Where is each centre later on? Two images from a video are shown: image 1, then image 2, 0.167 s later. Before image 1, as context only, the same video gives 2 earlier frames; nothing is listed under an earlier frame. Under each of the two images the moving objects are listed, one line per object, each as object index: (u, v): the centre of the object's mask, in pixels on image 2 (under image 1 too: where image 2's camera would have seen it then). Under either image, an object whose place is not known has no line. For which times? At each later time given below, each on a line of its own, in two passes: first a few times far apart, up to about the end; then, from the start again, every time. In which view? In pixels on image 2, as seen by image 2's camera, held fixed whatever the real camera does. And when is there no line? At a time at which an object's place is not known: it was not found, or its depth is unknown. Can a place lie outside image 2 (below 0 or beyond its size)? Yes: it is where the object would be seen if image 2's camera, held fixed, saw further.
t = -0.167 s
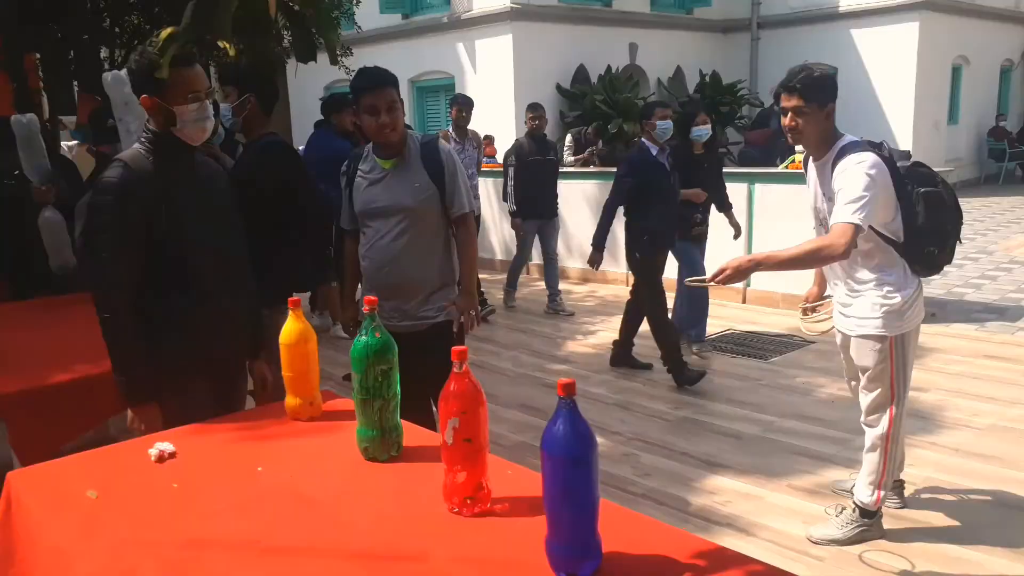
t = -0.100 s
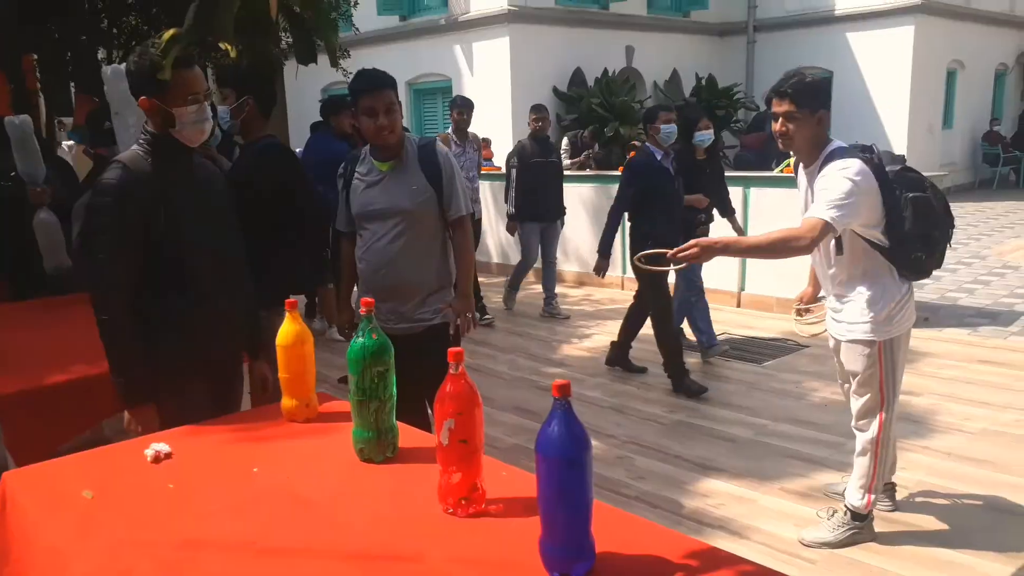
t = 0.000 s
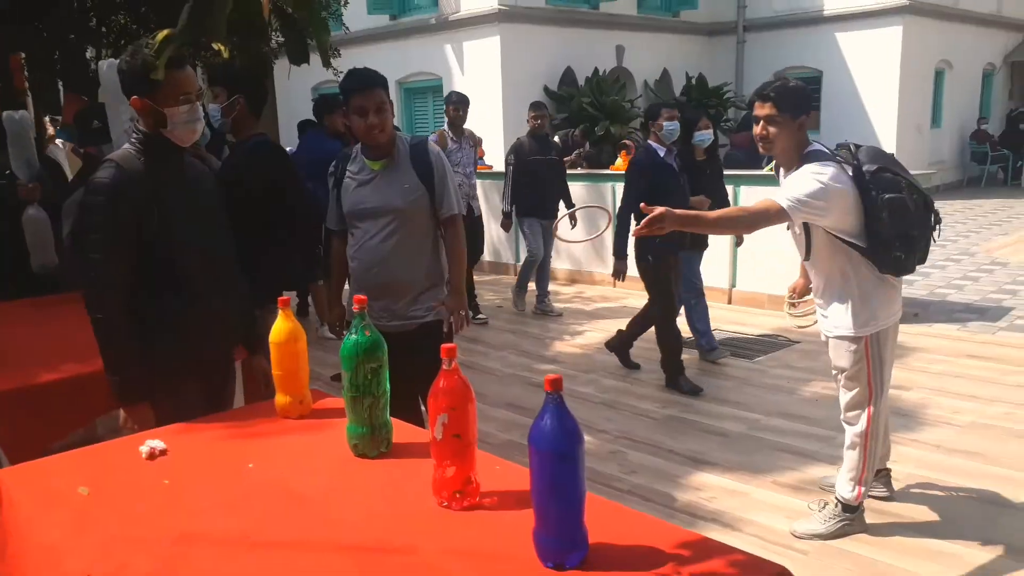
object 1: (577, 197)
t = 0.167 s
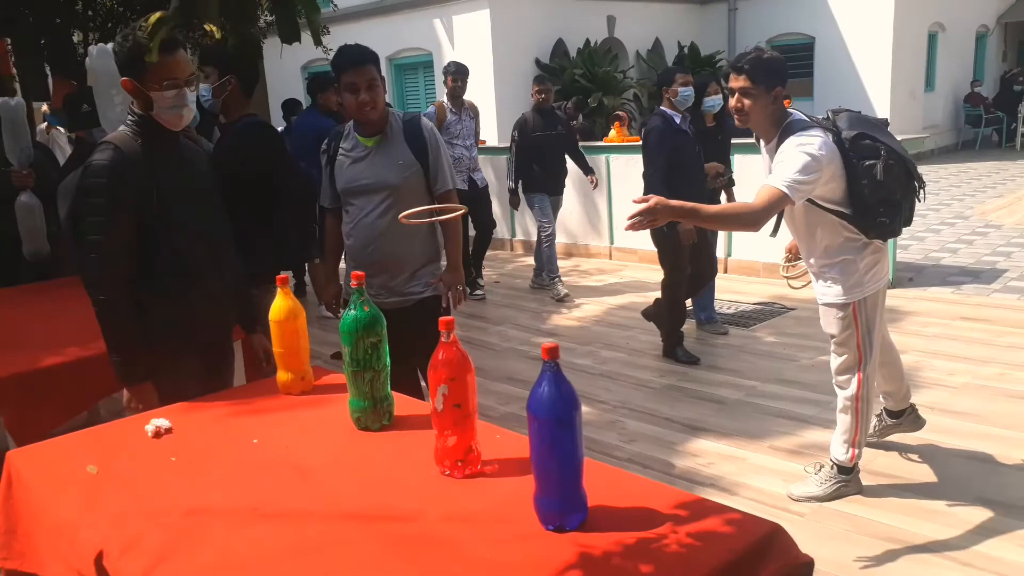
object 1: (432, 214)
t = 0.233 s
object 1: (364, 255)
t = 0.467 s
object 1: (269, 343)
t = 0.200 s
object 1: (399, 231)
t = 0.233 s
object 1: (364, 255)
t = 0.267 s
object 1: (339, 279)
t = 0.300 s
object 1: (337, 291)
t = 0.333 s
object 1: (329, 291)
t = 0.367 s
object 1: (320, 299)
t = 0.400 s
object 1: (302, 308)
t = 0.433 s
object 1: (285, 323)
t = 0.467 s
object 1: (269, 343)
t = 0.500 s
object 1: (254, 367)
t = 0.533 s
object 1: (240, 399)
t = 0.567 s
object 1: (227, 431)
